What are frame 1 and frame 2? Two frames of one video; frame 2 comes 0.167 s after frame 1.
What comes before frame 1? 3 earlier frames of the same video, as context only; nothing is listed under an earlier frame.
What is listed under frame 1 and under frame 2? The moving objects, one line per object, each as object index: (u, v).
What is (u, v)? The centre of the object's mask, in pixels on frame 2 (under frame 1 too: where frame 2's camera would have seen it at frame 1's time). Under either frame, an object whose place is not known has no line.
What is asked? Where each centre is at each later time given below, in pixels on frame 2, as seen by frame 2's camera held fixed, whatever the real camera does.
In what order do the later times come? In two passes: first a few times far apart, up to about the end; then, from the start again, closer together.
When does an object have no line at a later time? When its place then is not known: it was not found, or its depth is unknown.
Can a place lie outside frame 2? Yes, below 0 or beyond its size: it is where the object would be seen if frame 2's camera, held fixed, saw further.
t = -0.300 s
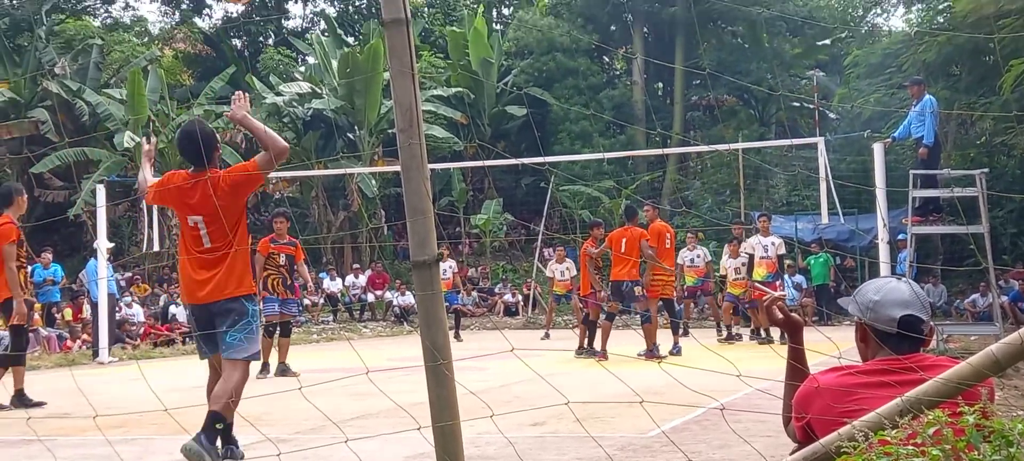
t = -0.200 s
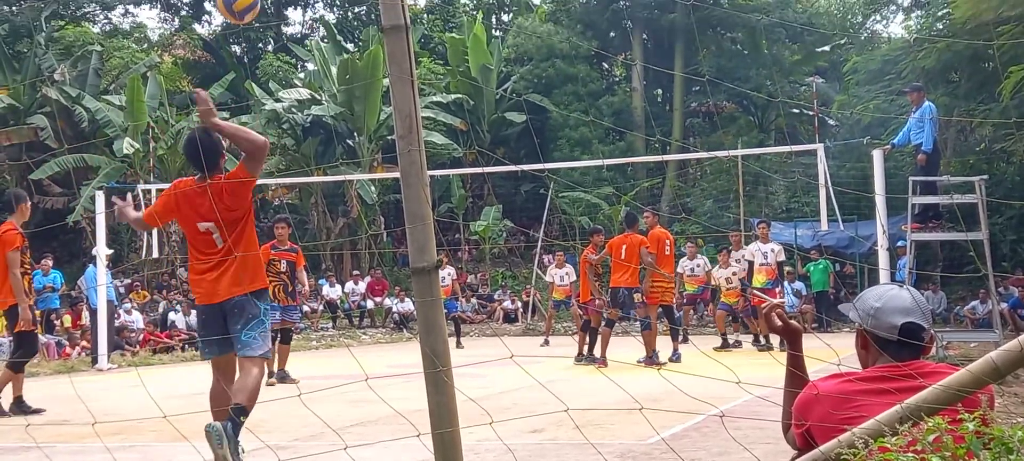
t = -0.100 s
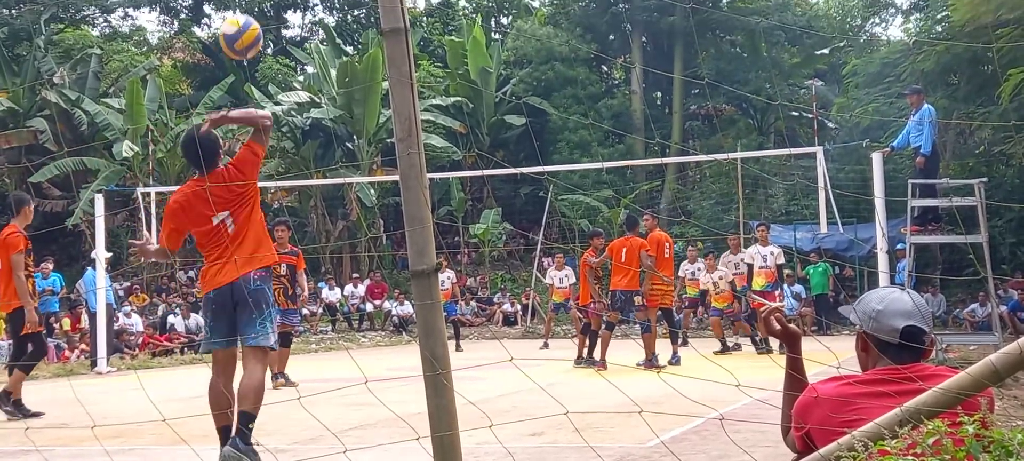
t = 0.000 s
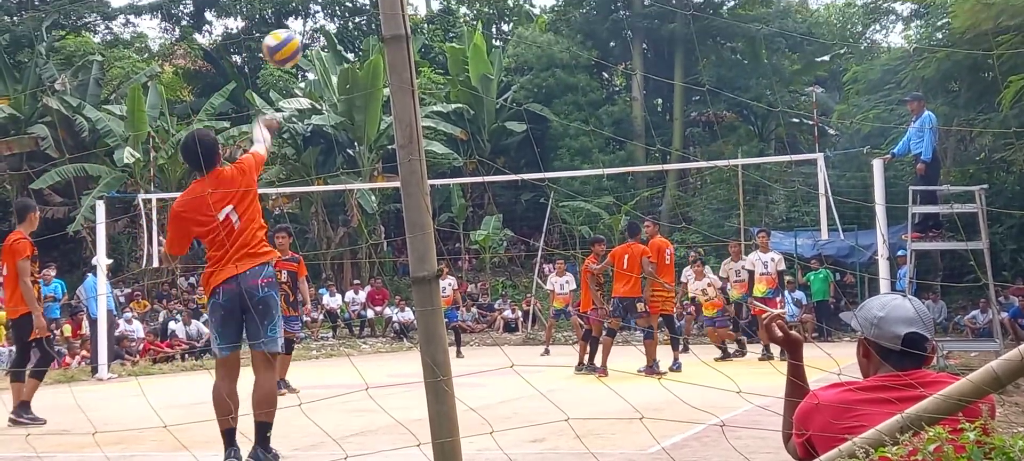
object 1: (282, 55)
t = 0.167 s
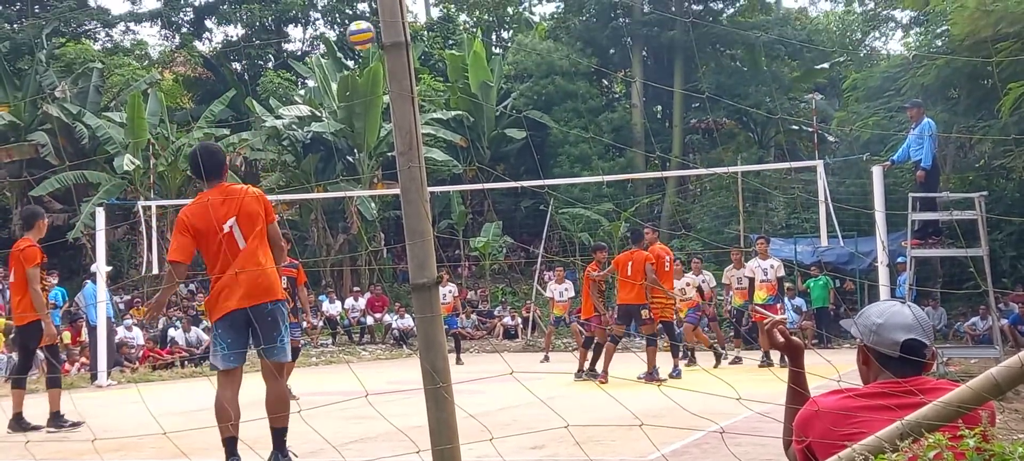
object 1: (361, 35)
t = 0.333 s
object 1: (414, 45)
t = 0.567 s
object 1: (459, 93)
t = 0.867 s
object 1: (510, 185)
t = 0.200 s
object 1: (371, 36)
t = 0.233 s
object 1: (376, 36)
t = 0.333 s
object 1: (414, 45)
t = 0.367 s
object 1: (419, 51)
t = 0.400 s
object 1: (424, 56)
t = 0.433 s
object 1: (432, 63)
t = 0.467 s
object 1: (439, 69)
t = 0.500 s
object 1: (446, 76)
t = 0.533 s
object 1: (452, 85)
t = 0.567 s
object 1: (459, 93)
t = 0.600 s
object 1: (465, 102)
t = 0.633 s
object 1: (471, 111)
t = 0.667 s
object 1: (477, 121)
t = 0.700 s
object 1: (483, 130)
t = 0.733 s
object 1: (489, 141)
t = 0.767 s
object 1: (494, 151)
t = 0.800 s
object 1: (499, 162)
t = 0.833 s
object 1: (504, 173)
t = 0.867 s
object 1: (510, 185)
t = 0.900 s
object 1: (514, 197)
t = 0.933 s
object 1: (518, 209)
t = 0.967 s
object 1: (522, 221)
